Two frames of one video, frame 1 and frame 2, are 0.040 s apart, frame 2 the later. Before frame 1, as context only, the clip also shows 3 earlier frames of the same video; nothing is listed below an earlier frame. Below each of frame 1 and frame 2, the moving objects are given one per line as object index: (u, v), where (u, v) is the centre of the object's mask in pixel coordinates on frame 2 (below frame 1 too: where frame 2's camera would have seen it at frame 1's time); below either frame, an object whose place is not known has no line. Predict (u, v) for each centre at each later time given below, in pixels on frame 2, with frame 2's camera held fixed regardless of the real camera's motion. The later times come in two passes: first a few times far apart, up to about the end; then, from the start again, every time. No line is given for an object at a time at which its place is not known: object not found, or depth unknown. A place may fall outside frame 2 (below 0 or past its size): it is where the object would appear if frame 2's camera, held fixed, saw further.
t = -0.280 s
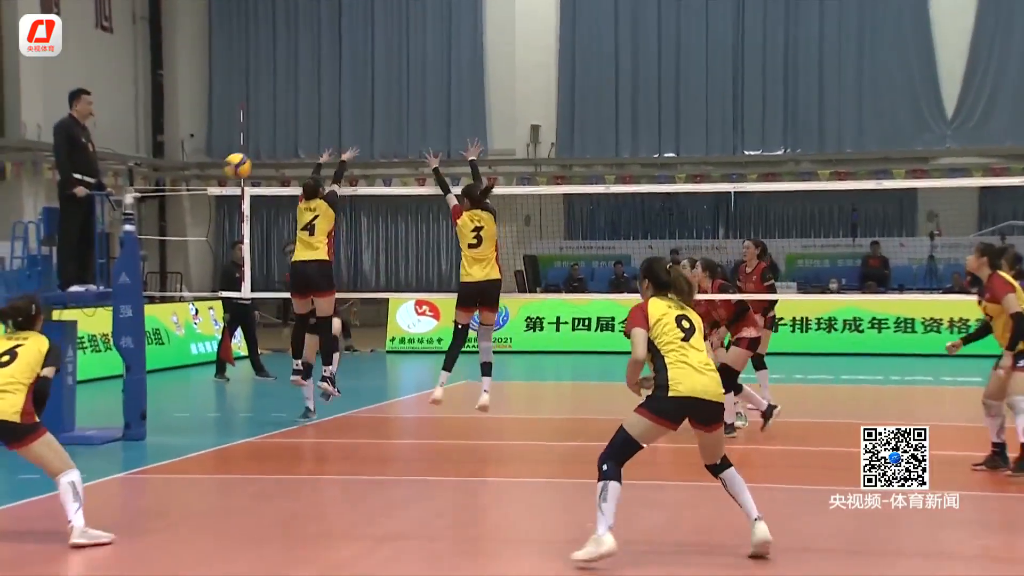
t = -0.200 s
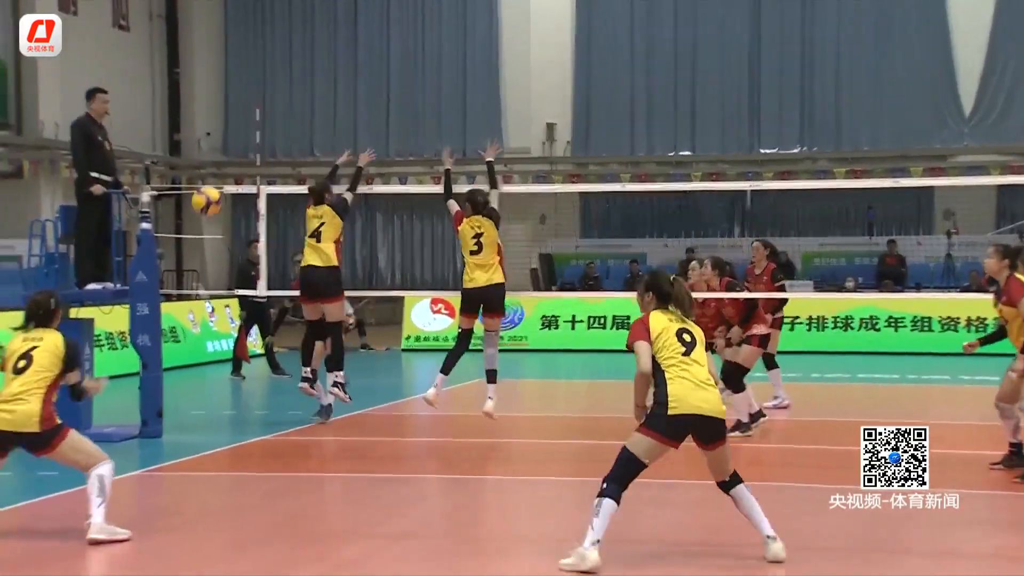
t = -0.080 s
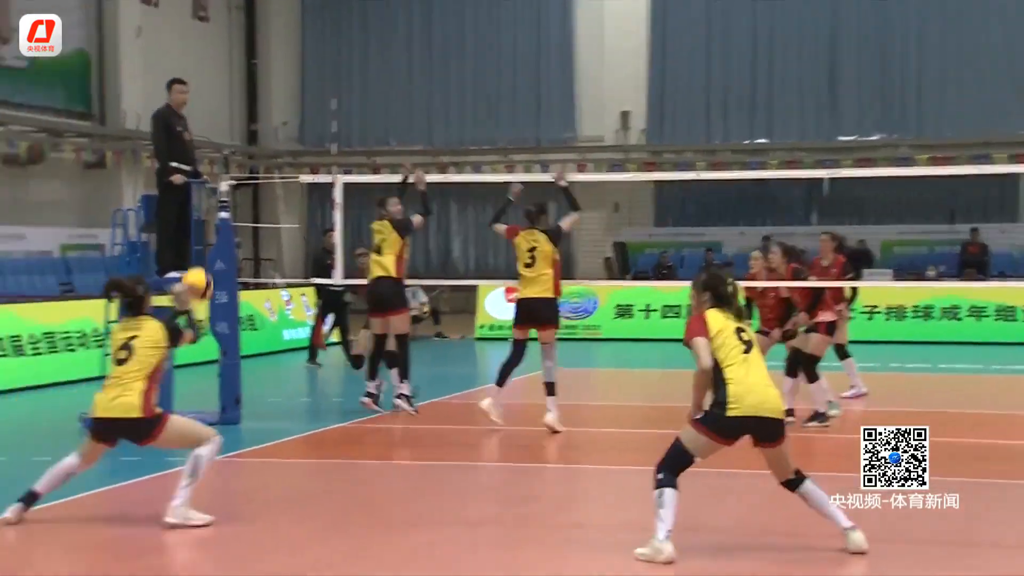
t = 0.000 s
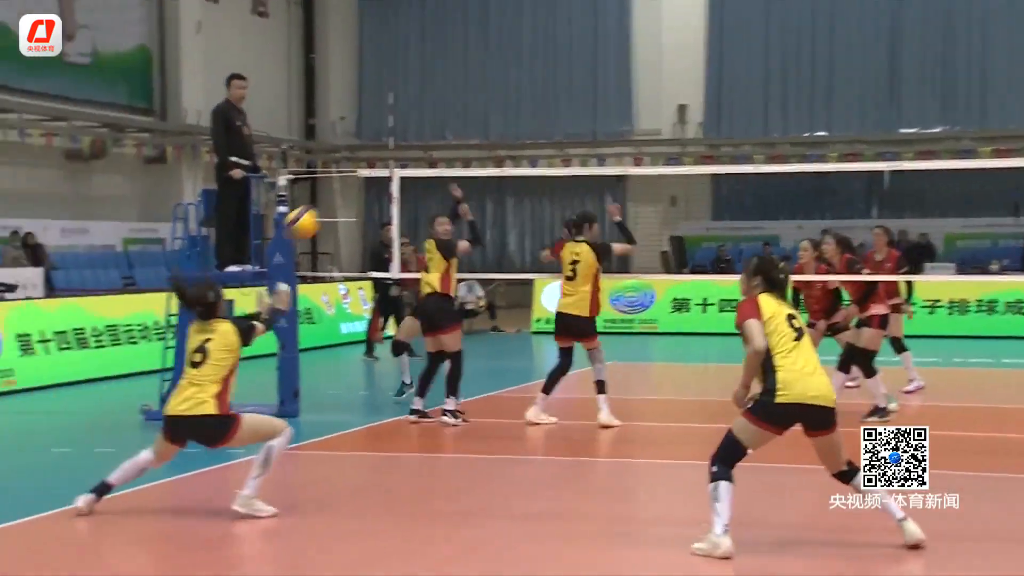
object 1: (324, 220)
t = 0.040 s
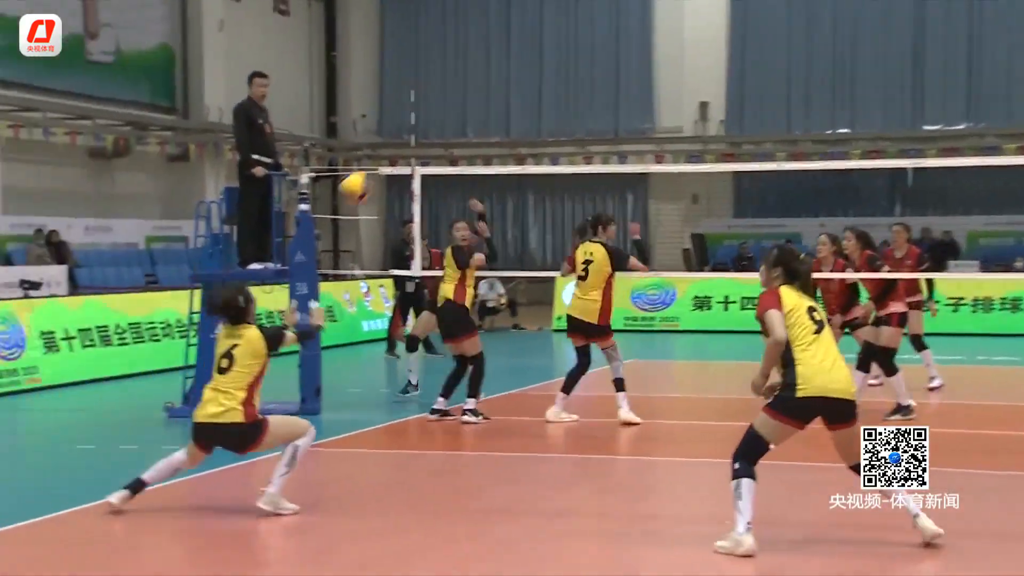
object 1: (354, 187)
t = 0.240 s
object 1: (490, 73)
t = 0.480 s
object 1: (620, 27)
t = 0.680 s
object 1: (708, 44)
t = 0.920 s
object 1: (801, 114)
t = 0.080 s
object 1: (386, 155)
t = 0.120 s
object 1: (414, 130)
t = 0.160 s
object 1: (441, 108)
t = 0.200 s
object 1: (466, 89)
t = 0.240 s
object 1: (490, 73)
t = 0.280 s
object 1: (515, 60)
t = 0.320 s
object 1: (538, 48)
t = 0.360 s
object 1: (559, 39)
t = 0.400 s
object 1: (580, 34)
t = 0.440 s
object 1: (601, 29)
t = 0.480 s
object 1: (620, 27)
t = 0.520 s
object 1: (640, 27)
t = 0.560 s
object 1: (657, 28)
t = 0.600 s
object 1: (675, 31)
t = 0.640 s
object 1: (691, 37)
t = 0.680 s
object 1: (708, 44)
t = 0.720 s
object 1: (725, 52)
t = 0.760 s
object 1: (742, 61)
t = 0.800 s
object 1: (756, 73)
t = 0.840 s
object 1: (771, 85)
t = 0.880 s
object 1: (787, 99)
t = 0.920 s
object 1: (801, 114)
